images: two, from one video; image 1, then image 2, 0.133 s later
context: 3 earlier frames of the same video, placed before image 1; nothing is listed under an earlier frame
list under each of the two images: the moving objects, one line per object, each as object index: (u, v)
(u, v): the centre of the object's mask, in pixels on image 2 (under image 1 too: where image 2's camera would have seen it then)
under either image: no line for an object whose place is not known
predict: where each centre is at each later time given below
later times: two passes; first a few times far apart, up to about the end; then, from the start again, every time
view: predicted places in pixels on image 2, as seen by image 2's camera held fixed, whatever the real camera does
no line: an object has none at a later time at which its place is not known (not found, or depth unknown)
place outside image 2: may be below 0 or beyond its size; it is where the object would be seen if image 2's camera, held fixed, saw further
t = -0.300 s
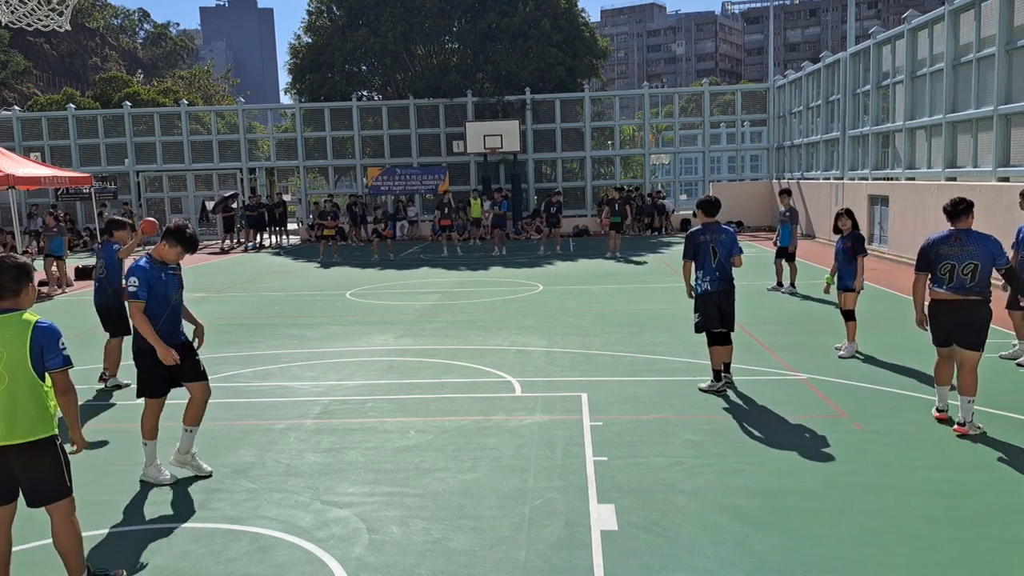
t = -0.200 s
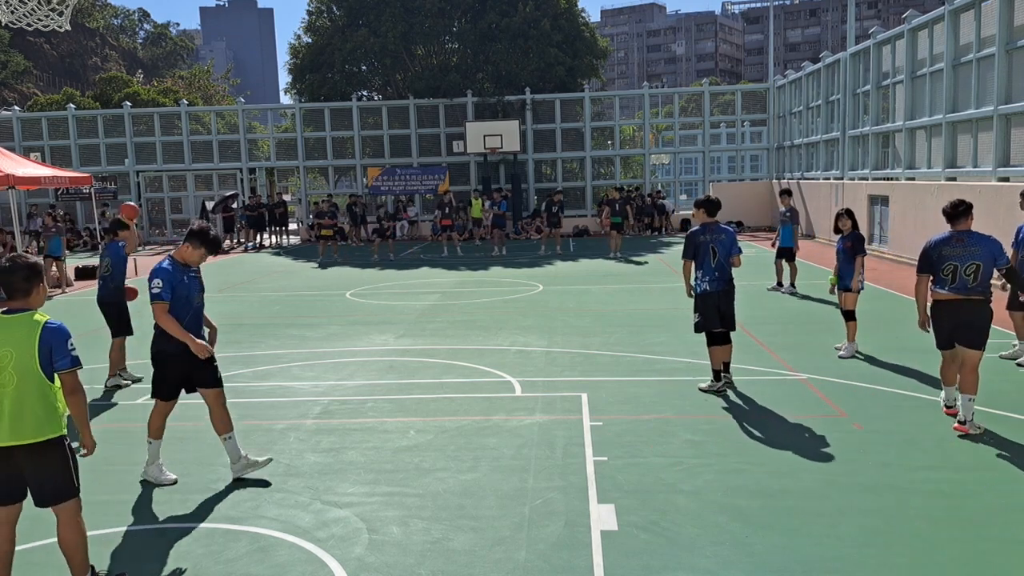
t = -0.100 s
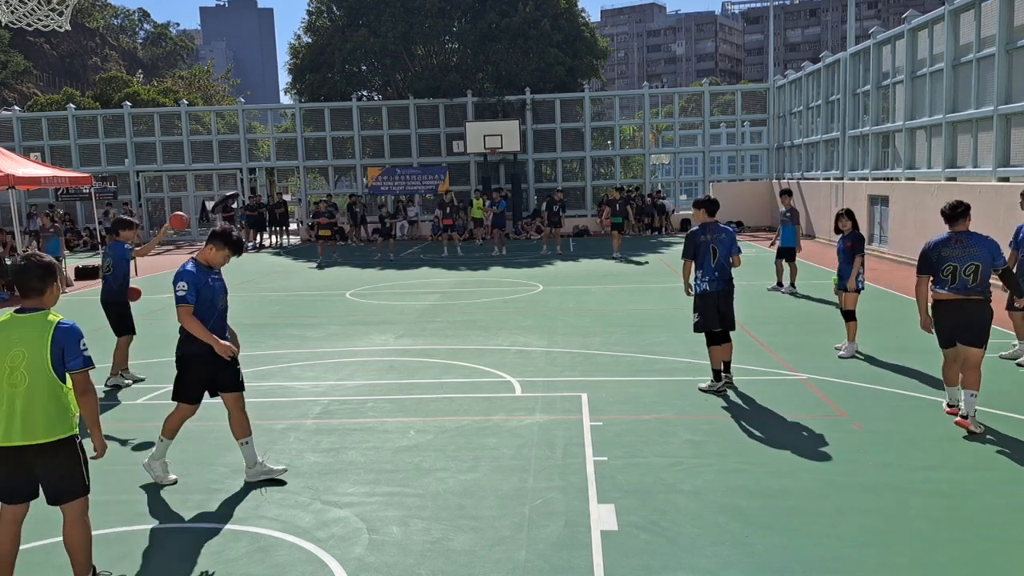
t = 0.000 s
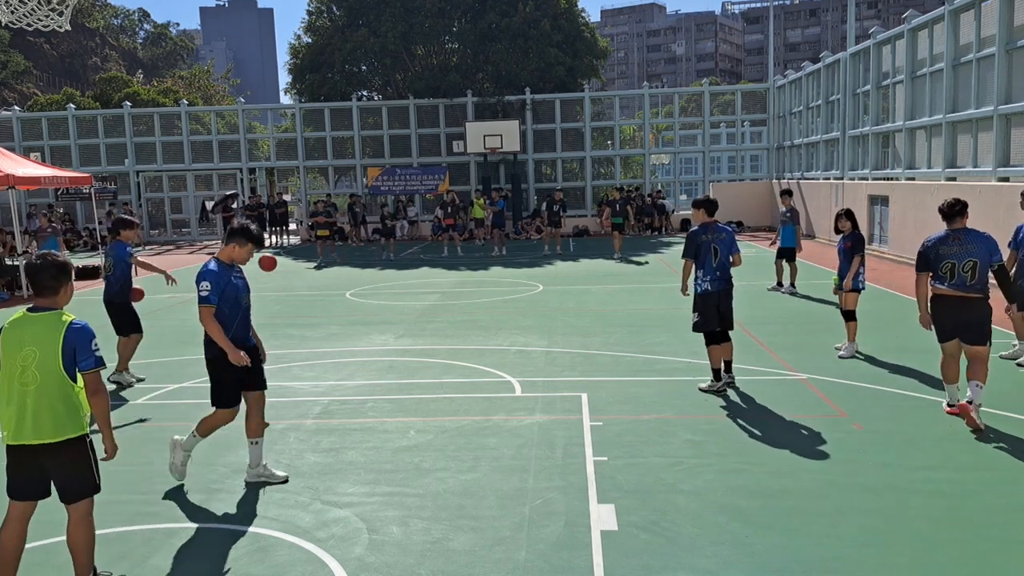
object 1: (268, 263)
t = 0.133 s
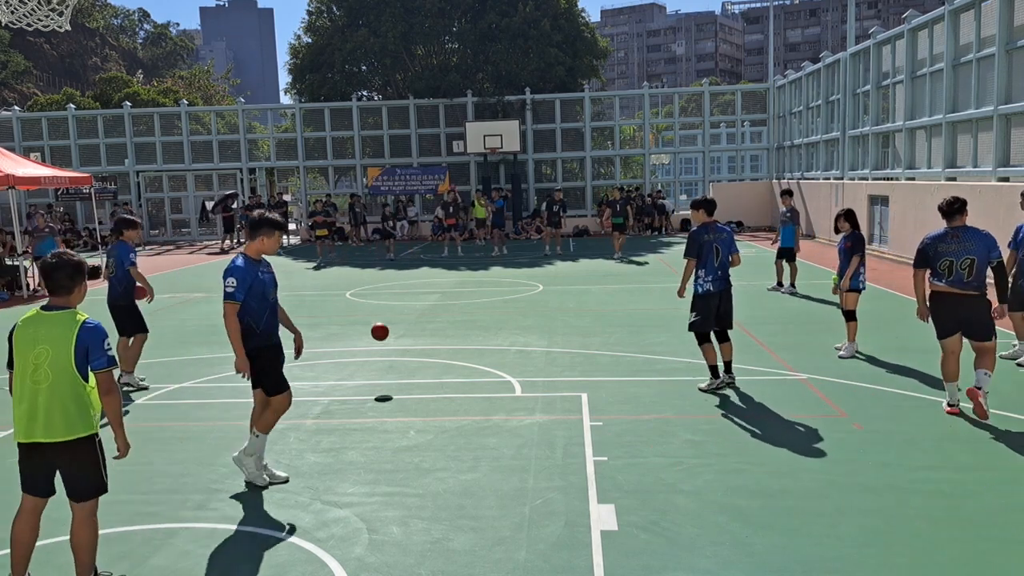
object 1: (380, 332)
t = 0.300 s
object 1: (471, 340)
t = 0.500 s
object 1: (538, 283)
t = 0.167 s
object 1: (407, 351)
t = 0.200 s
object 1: (433, 370)
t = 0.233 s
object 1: (448, 367)
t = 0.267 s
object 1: (459, 353)
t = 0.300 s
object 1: (471, 340)
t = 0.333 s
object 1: (482, 328)
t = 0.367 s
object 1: (493, 317)
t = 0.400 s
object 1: (504, 307)
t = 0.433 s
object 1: (516, 298)
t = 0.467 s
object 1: (527, 290)
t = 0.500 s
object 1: (538, 283)
